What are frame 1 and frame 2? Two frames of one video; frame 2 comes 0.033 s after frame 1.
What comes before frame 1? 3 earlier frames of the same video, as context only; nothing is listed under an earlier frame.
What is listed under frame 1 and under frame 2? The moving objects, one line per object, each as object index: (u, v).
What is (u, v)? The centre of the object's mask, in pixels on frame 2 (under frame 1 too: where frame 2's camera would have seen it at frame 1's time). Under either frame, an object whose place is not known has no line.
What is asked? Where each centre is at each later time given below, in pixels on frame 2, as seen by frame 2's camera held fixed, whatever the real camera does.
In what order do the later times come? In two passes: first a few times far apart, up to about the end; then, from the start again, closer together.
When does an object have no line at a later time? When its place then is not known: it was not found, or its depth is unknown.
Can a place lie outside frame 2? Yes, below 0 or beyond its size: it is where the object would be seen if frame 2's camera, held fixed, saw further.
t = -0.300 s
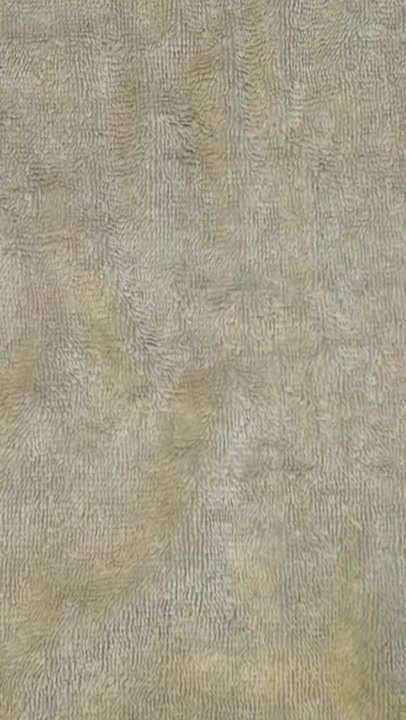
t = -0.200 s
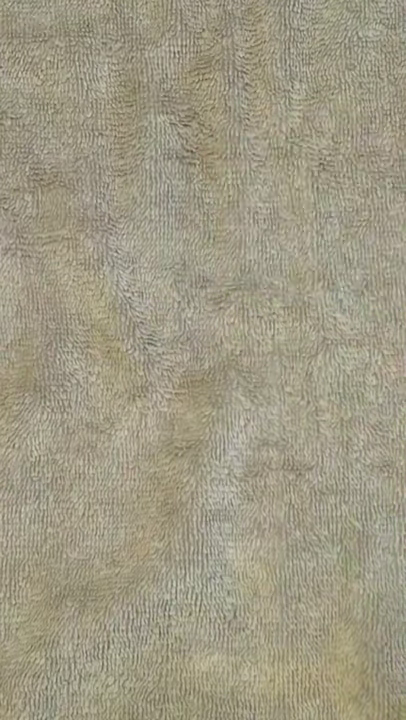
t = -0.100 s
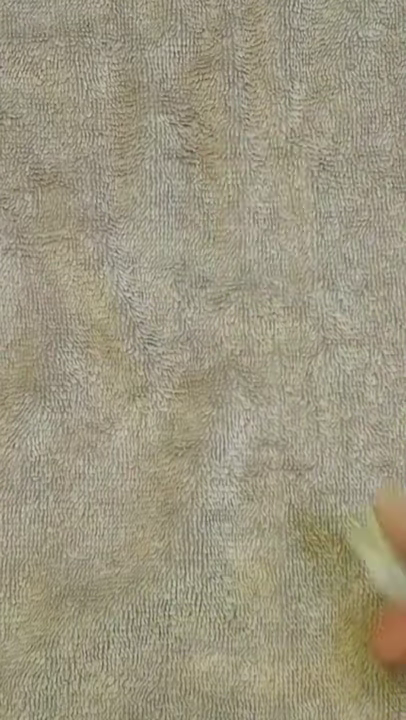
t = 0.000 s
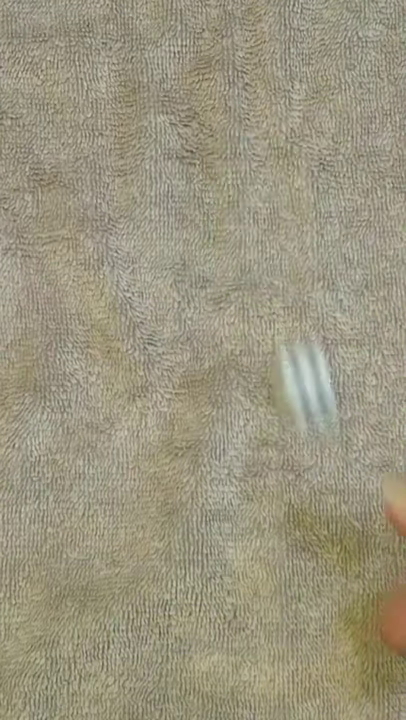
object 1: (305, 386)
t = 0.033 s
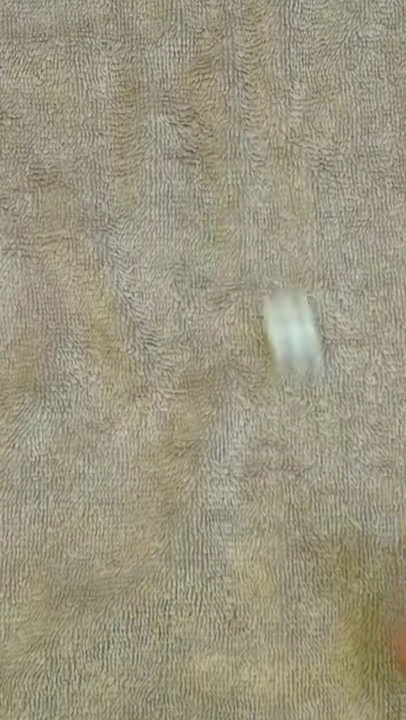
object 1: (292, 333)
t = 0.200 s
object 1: (257, 142)
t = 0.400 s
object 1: (245, 108)
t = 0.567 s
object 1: (245, 108)
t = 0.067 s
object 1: (283, 284)
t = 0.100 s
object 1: (277, 239)
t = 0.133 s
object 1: (268, 201)
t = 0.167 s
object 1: (260, 166)
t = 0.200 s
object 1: (257, 142)
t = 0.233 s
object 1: (253, 126)
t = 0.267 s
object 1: (249, 110)
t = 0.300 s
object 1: (244, 102)
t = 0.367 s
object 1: (246, 109)
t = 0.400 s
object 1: (245, 108)
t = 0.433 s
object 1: (245, 108)
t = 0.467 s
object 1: (245, 108)
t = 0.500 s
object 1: (245, 108)
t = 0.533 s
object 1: (245, 108)
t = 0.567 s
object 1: (245, 108)
